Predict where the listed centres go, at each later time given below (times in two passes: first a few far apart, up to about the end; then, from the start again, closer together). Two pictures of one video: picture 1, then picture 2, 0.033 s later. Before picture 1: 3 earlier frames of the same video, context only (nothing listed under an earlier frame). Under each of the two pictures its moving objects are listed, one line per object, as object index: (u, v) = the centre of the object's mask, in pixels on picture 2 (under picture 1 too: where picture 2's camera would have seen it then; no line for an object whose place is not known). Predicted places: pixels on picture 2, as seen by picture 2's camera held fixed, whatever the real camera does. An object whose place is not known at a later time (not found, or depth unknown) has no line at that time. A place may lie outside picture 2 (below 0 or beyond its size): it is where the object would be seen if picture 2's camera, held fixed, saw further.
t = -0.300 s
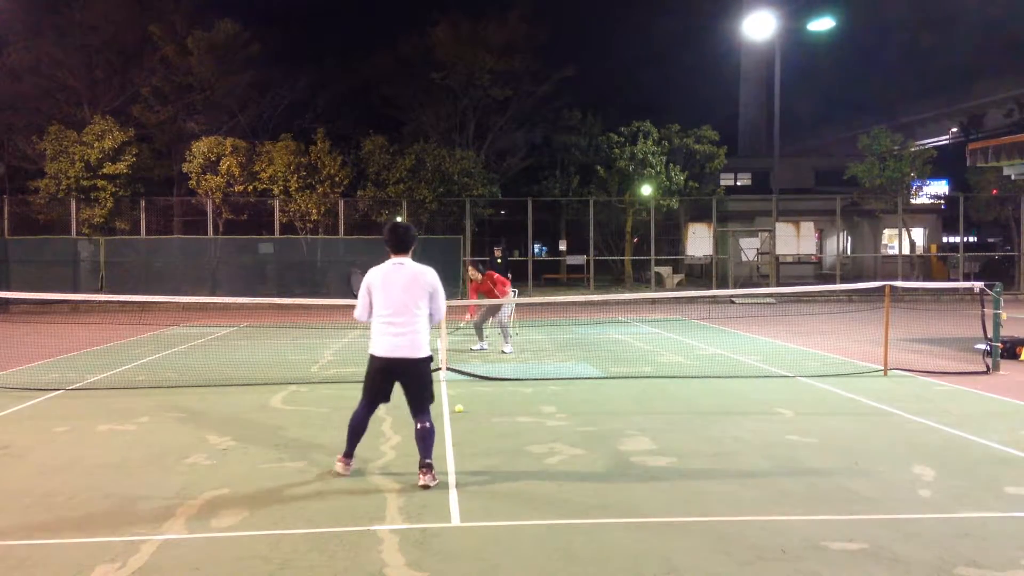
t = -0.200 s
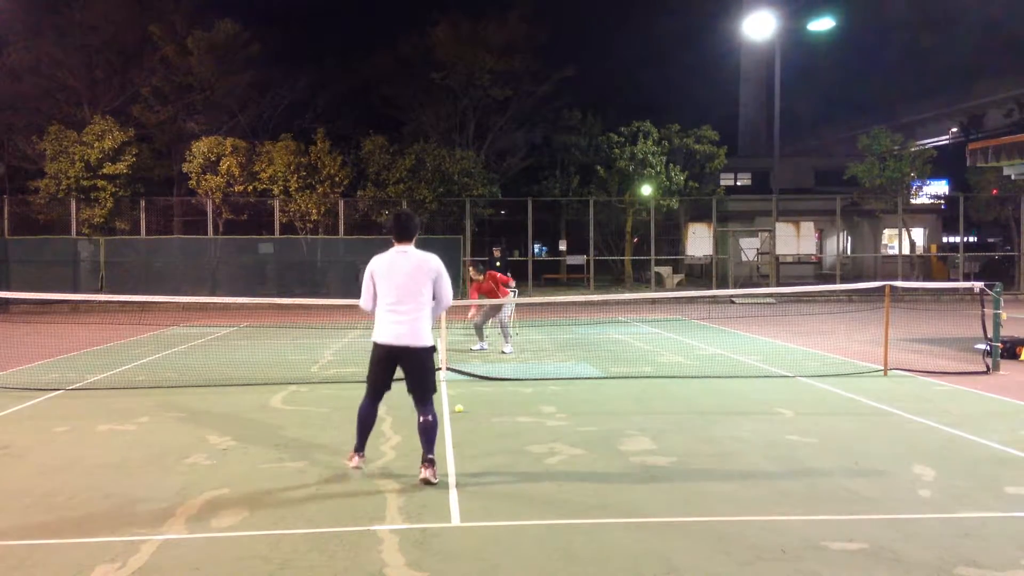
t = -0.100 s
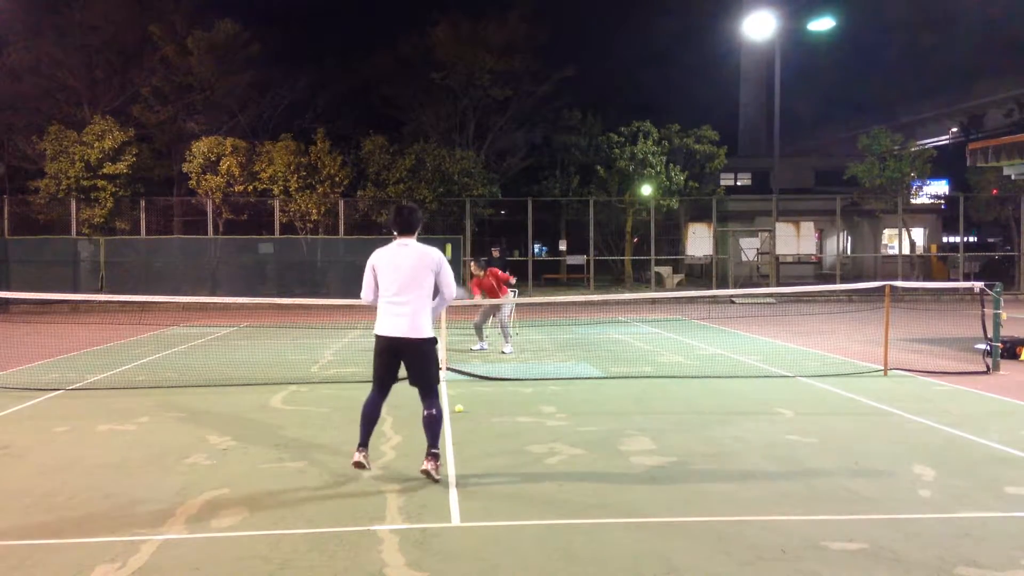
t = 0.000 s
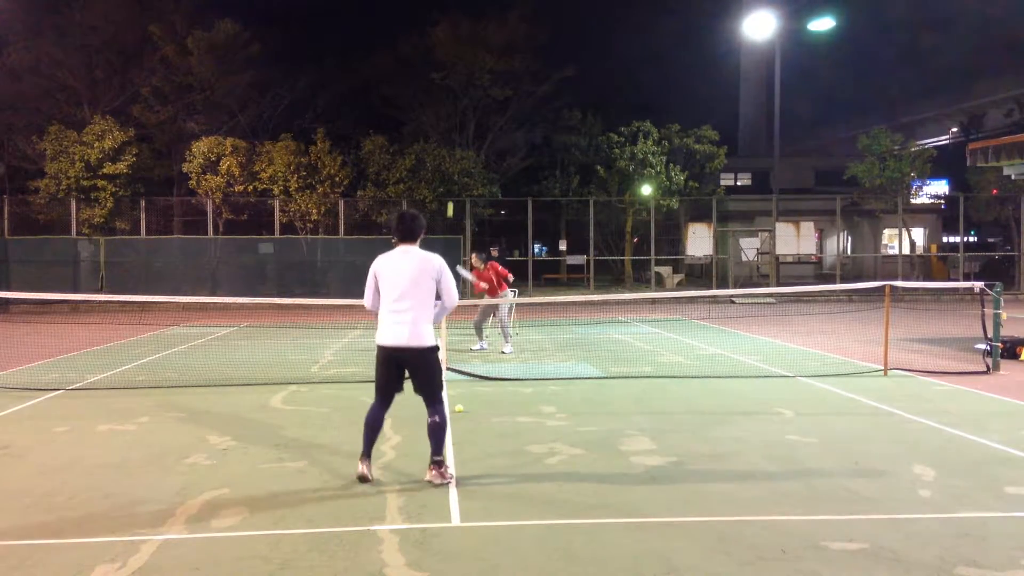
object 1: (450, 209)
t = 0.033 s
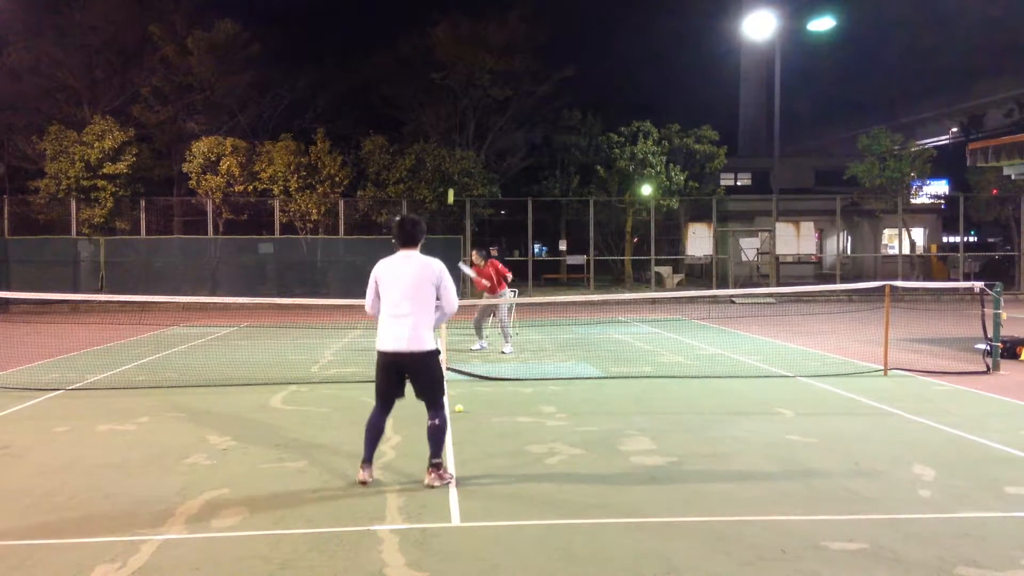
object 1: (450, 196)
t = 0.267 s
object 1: (455, 123)
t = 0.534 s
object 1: (460, 83)
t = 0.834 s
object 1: (469, 115)
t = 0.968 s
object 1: (473, 162)
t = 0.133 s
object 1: (452, 161)
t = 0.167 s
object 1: (453, 150)
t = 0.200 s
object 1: (453, 140)
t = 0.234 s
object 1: (454, 131)
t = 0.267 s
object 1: (455, 123)
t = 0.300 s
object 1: (455, 115)
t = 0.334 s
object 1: (456, 108)
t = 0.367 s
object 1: (457, 102)
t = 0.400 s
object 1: (457, 96)
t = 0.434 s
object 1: (458, 92)
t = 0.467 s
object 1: (459, 88)
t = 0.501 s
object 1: (459, 85)
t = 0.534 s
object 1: (460, 83)
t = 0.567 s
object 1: (461, 83)
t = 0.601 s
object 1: (462, 83)
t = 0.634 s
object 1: (463, 84)
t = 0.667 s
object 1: (464, 86)
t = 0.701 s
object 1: (465, 89)
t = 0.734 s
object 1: (466, 94)
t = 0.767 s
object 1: (467, 99)
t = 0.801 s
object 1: (468, 106)
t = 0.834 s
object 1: (469, 115)
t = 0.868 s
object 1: (470, 124)
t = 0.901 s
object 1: (471, 136)
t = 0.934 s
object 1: (472, 148)
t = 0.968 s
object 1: (473, 162)
